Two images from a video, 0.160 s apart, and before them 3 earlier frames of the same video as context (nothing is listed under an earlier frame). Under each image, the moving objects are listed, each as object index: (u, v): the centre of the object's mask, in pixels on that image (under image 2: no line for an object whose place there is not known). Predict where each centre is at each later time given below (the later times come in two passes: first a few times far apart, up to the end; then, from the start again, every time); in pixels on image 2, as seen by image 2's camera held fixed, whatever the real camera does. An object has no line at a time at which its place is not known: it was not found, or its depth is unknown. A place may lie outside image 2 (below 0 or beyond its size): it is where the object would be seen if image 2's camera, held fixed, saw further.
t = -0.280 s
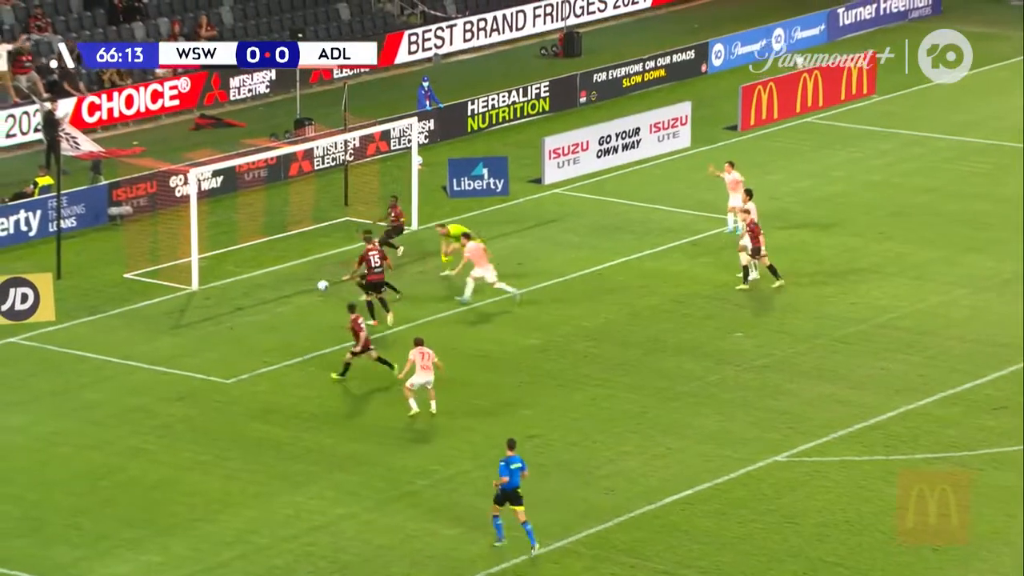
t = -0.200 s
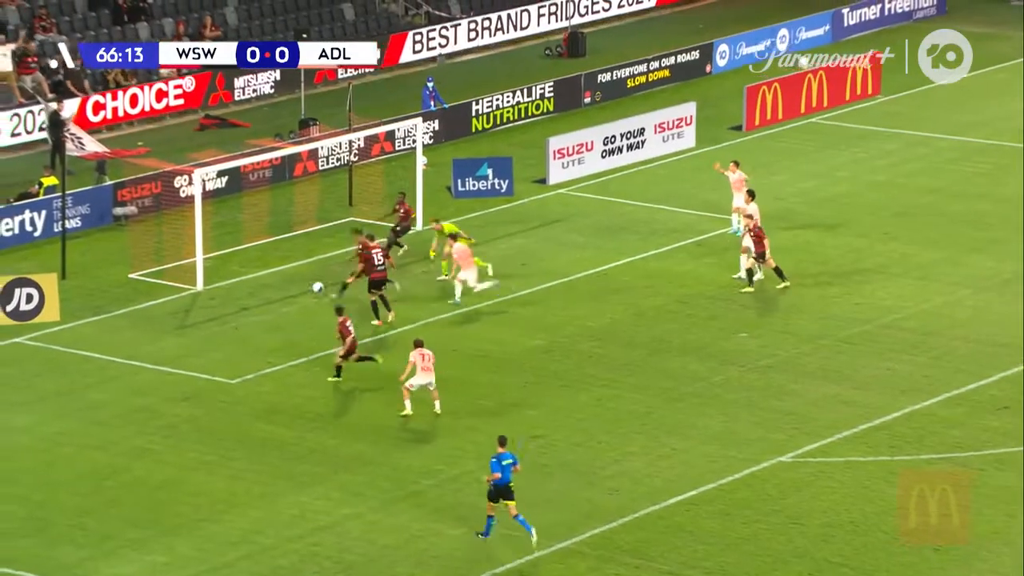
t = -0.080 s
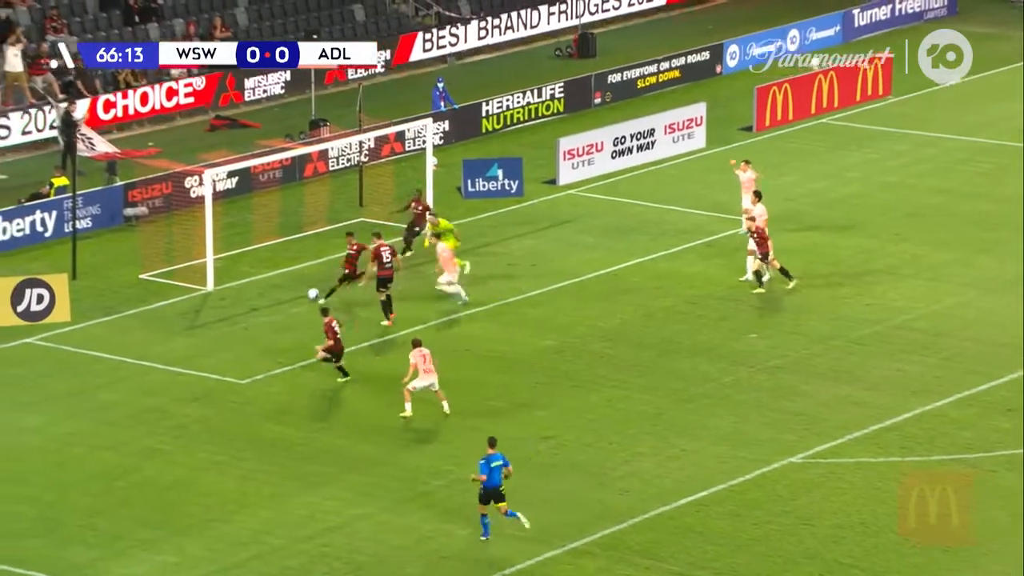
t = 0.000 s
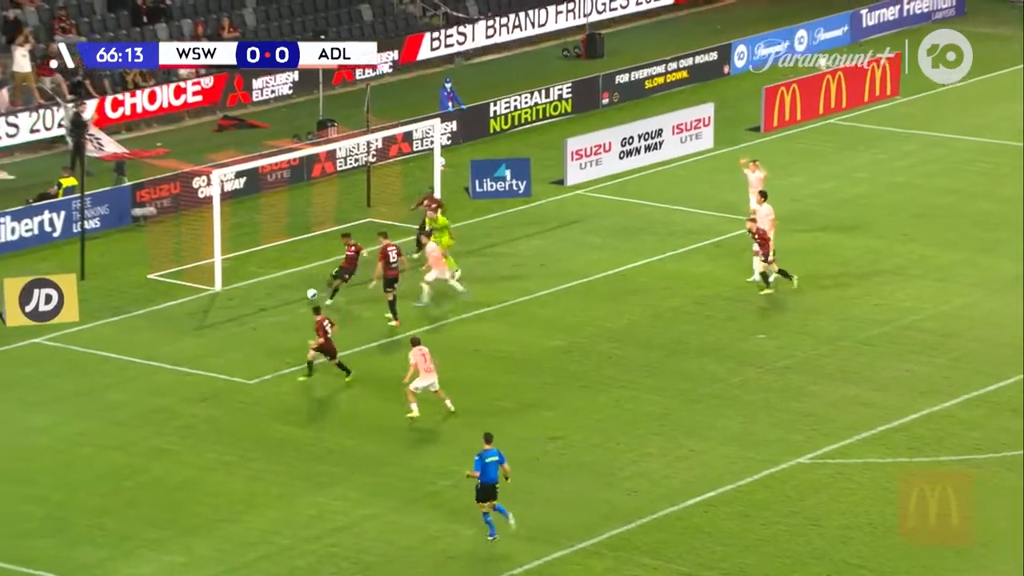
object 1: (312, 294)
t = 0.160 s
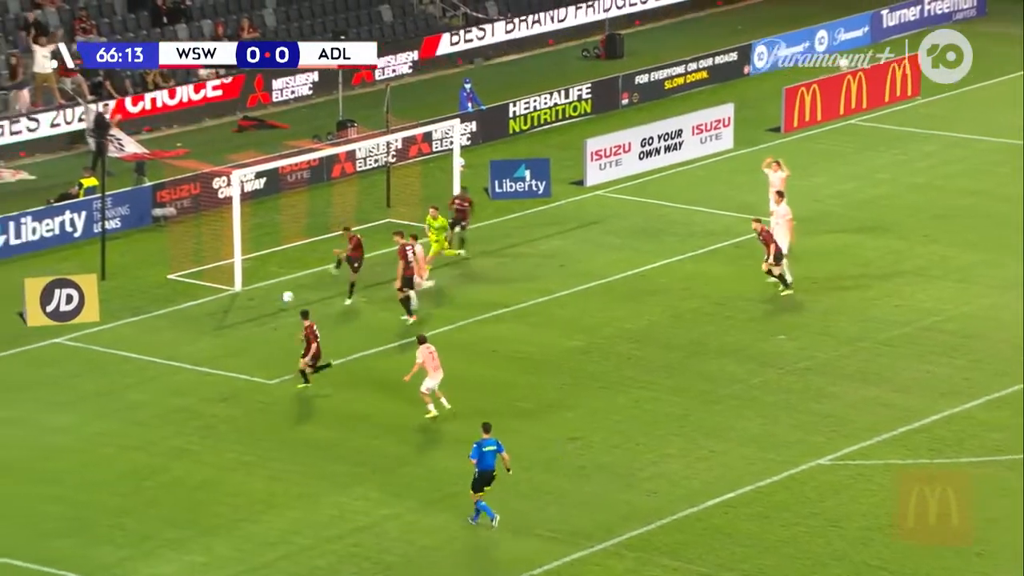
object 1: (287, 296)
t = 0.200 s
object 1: (276, 299)
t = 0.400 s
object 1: (223, 326)
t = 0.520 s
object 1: (195, 355)
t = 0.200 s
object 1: (276, 299)
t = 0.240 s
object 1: (264, 302)
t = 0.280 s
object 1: (254, 306)
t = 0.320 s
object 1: (243, 311)
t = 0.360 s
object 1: (233, 318)
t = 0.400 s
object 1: (223, 326)
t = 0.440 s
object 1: (214, 335)
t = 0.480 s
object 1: (204, 344)
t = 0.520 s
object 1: (195, 355)
